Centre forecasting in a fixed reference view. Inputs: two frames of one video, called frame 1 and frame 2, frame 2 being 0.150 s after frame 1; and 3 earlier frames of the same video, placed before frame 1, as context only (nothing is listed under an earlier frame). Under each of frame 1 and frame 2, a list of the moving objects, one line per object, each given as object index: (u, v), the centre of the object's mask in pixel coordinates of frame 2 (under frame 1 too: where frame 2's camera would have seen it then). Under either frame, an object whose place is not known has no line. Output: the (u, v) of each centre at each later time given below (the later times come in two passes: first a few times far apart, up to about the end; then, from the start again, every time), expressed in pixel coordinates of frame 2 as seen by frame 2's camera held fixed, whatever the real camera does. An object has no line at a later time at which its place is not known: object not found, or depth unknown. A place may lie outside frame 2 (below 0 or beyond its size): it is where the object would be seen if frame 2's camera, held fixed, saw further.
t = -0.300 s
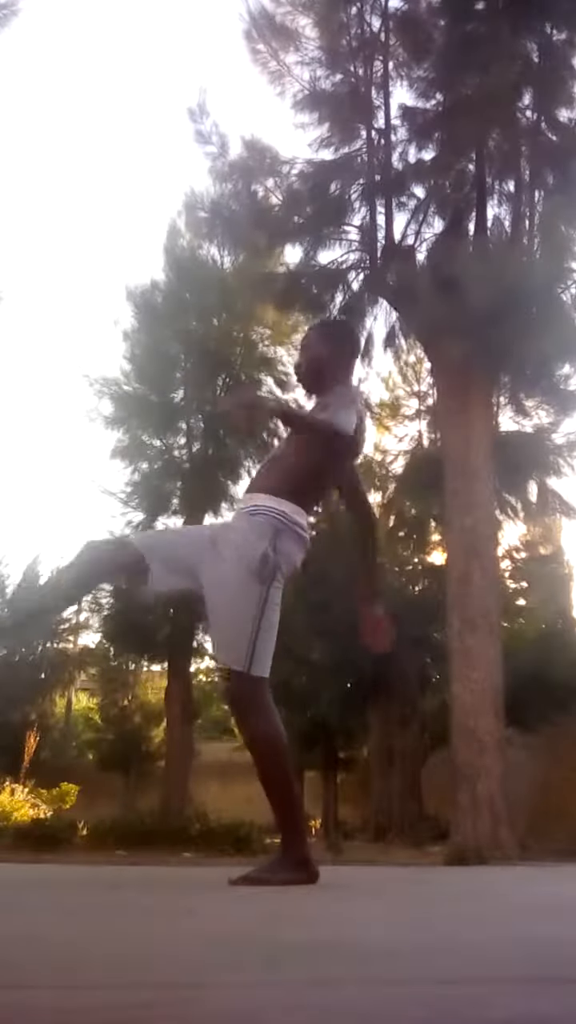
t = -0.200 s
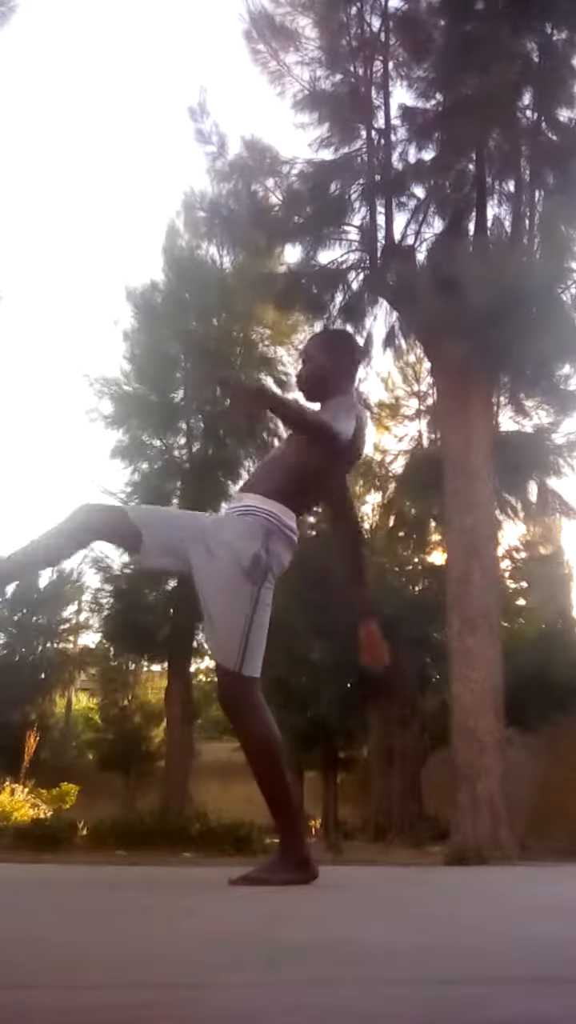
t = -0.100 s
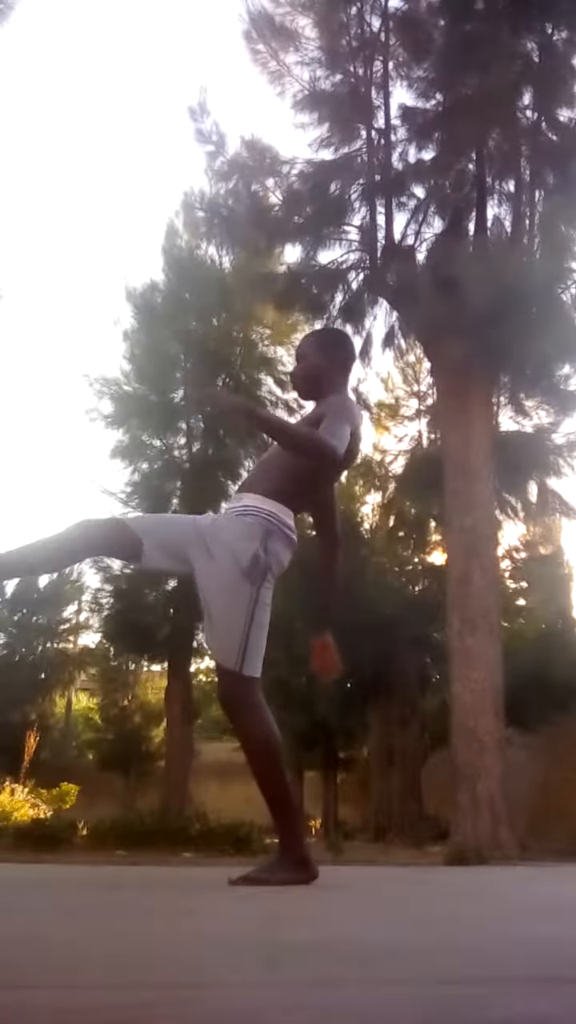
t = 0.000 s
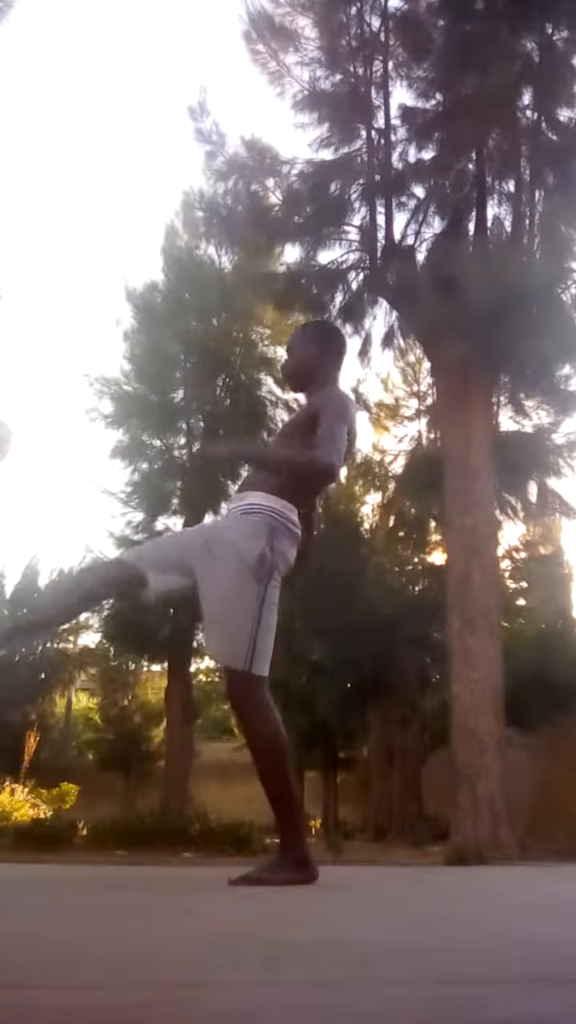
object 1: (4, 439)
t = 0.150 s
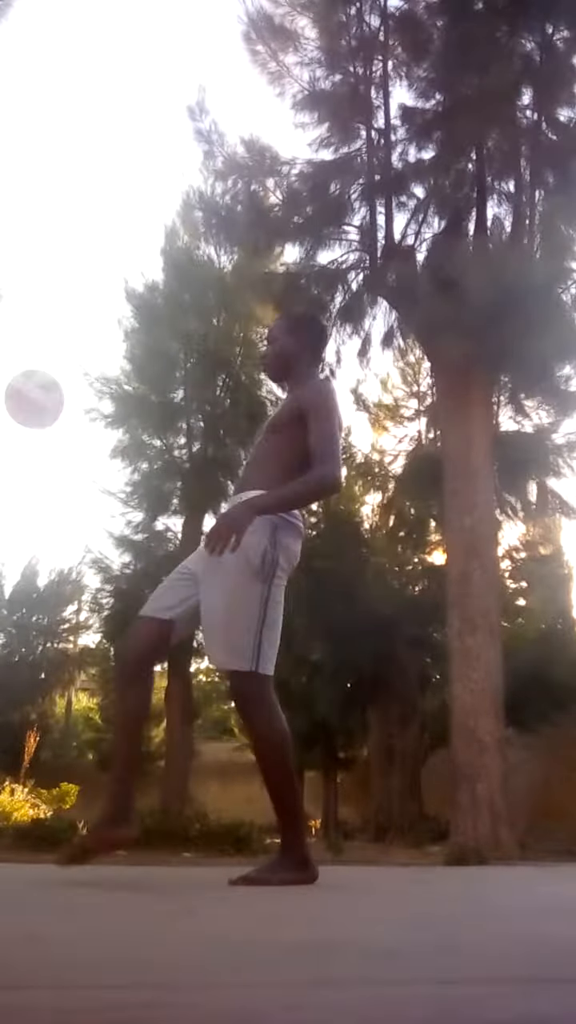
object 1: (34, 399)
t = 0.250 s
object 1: (66, 405)
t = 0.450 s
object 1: (125, 496)
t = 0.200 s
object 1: (50, 399)
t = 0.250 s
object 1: (66, 405)
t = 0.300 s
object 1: (81, 417)
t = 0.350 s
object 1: (95, 436)
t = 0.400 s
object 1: (110, 463)
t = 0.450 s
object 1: (125, 496)
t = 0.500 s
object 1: (136, 533)
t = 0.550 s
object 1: (151, 582)
